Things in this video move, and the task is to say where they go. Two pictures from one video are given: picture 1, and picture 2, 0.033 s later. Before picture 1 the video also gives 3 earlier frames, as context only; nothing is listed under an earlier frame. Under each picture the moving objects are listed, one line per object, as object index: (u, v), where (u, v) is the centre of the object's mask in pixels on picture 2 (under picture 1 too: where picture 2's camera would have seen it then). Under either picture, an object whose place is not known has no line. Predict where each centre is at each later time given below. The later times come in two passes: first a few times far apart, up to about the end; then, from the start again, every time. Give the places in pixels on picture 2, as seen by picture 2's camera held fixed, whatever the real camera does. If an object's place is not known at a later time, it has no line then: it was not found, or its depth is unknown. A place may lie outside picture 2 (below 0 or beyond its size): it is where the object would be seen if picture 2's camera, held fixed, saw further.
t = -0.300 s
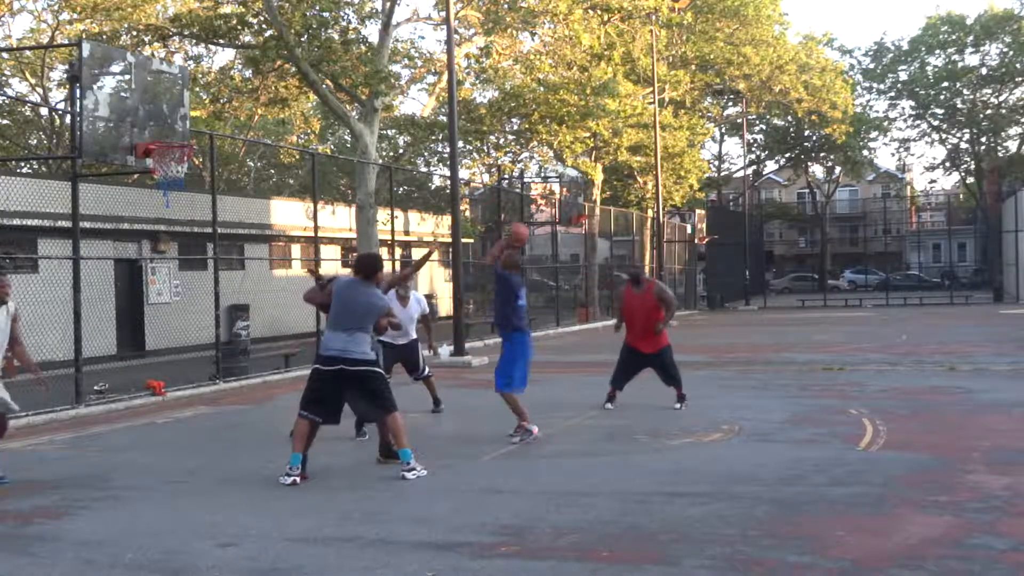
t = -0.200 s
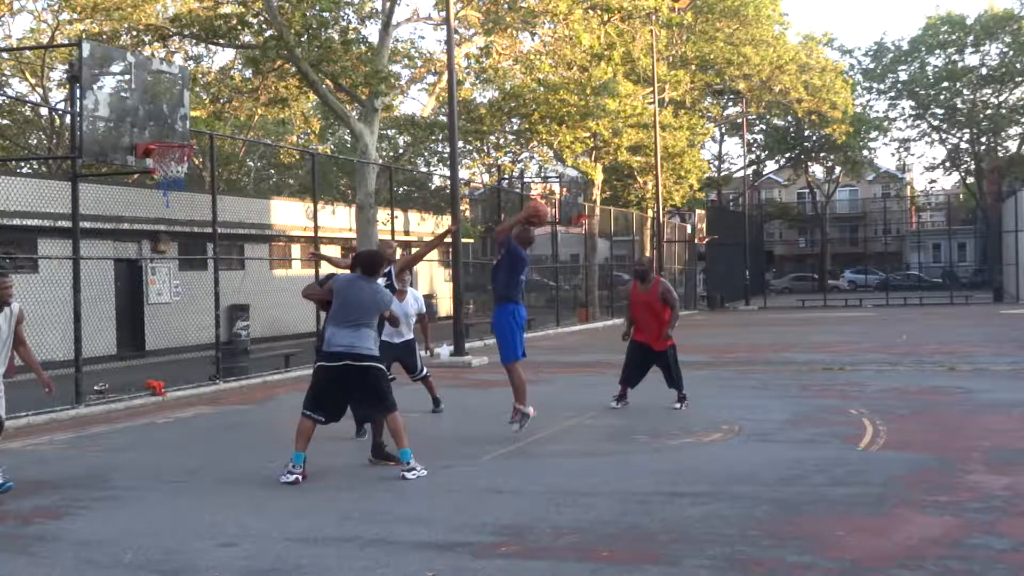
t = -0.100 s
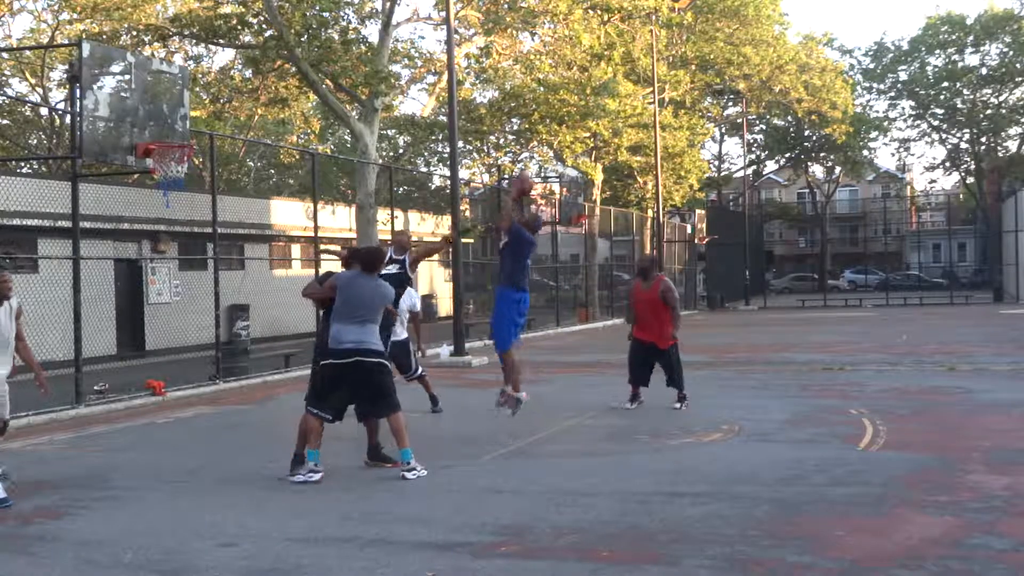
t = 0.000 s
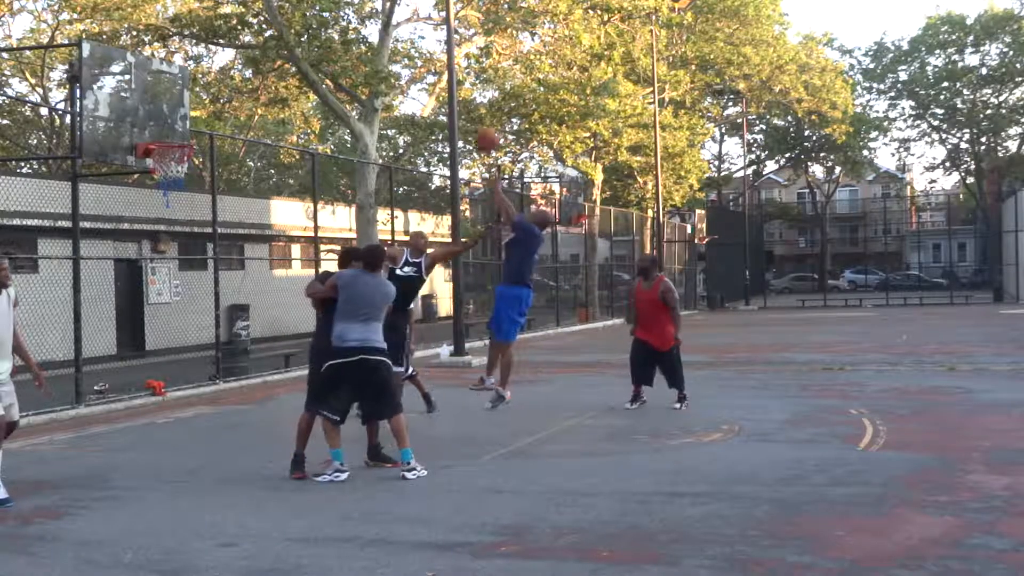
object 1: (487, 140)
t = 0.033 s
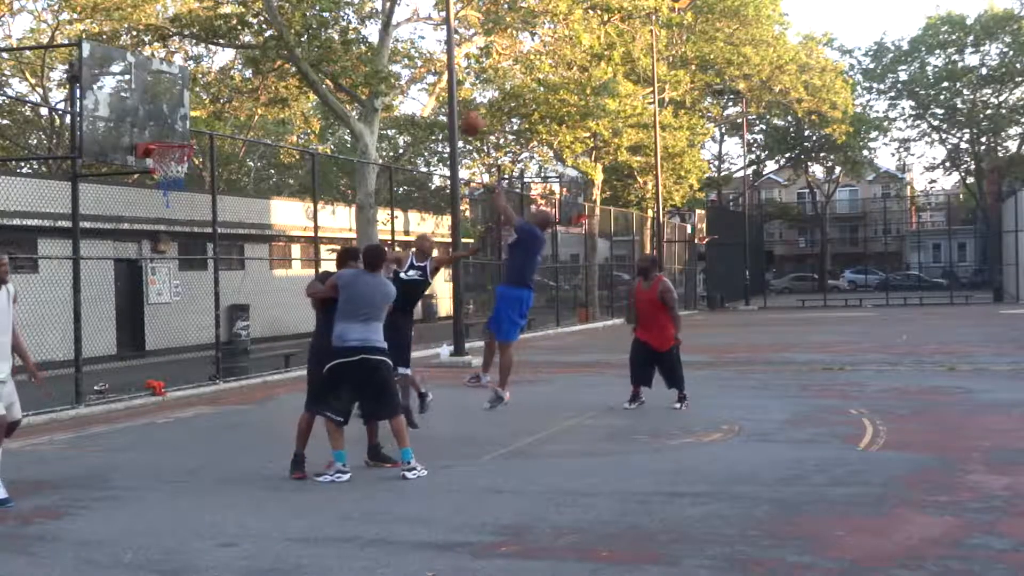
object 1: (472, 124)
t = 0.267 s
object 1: (374, 53)
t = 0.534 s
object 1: (278, 41)
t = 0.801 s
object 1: (189, 96)
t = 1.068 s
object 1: (176, 85)
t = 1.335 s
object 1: (210, 41)
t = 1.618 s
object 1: (248, 64)
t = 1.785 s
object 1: (273, 118)
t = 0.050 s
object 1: (465, 116)
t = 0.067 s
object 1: (457, 110)
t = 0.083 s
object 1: (450, 104)
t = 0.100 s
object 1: (444, 97)
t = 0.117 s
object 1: (436, 92)
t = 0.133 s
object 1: (429, 86)
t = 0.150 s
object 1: (422, 81)
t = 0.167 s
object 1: (415, 77)
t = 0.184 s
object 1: (407, 72)
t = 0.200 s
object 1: (400, 67)
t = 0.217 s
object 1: (395, 64)
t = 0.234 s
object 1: (388, 59)
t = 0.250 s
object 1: (381, 56)
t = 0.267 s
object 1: (374, 53)
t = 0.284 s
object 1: (368, 50)
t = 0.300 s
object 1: (363, 48)
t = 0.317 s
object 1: (356, 46)
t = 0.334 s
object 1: (349, 43)
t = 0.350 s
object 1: (346, 42)
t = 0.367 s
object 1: (337, 41)
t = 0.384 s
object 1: (329, 39)
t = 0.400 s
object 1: (324, 37)
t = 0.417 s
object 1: (316, 37)
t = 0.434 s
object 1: (313, 37)
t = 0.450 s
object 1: (307, 38)
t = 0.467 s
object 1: (299, 37)
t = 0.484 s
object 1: (295, 38)
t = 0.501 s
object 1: (288, 39)
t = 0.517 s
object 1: (283, 40)
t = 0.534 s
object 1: (278, 41)
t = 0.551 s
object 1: (272, 43)
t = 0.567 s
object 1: (266, 44)
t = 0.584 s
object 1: (259, 47)
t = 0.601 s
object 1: (254, 49)
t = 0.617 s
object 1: (249, 52)
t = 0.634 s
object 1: (244, 56)
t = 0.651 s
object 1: (238, 57)
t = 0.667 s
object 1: (232, 61)
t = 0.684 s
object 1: (227, 65)
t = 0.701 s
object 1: (221, 69)
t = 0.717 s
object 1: (215, 73)
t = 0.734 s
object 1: (211, 77)
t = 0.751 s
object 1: (205, 82)
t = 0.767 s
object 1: (200, 87)
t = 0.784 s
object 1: (195, 90)
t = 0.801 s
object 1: (189, 96)
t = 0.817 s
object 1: (185, 101)
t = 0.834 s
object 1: (180, 107)
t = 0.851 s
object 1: (175, 113)
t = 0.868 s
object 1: (170, 119)
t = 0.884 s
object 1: (164, 125)
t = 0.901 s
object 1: (161, 131)
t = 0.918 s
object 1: (160, 134)
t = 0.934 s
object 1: (161, 128)
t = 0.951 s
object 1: (162, 122)
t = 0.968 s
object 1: (162, 115)
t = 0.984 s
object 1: (165, 111)
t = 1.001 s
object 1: (168, 105)
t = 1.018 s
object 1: (169, 98)
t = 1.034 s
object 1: (171, 93)
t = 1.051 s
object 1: (173, 88)
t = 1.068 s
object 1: (176, 85)
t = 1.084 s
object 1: (177, 79)
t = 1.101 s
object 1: (179, 75)
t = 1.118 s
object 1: (181, 71)
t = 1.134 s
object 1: (183, 67)
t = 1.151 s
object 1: (185, 63)
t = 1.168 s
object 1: (186, 60)
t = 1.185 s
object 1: (189, 57)
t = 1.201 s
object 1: (191, 54)
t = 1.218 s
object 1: (193, 52)
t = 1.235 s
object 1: (195, 49)
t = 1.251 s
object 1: (197, 47)
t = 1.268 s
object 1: (200, 45)
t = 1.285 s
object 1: (202, 44)
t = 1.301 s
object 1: (205, 43)
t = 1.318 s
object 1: (207, 42)
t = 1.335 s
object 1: (210, 41)
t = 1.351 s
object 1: (212, 40)
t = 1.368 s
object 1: (213, 39)
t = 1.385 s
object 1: (216, 39)
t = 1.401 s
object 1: (218, 39)
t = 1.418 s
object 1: (219, 40)
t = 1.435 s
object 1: (222, 40)
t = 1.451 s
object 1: (225, 42)
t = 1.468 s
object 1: (227, 42)
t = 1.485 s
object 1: (228, 43)
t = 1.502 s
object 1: (230, 45)
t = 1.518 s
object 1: (234, 48)
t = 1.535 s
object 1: (236, 51)
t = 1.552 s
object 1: (238, 53)
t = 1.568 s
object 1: (242, 56)
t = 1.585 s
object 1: (244, 59)
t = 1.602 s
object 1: (246, 62)
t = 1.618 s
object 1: (248, 64)
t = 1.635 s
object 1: (252, 70)
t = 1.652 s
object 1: (254, 74)
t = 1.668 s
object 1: (256, 79)
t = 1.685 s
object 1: (258, 83)
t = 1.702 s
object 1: (261, 89)
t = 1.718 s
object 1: (264, 94)
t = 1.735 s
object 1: (265, 98)
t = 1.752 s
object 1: (268, 107)
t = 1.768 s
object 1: (271, 112)
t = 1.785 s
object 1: (273, 118)
